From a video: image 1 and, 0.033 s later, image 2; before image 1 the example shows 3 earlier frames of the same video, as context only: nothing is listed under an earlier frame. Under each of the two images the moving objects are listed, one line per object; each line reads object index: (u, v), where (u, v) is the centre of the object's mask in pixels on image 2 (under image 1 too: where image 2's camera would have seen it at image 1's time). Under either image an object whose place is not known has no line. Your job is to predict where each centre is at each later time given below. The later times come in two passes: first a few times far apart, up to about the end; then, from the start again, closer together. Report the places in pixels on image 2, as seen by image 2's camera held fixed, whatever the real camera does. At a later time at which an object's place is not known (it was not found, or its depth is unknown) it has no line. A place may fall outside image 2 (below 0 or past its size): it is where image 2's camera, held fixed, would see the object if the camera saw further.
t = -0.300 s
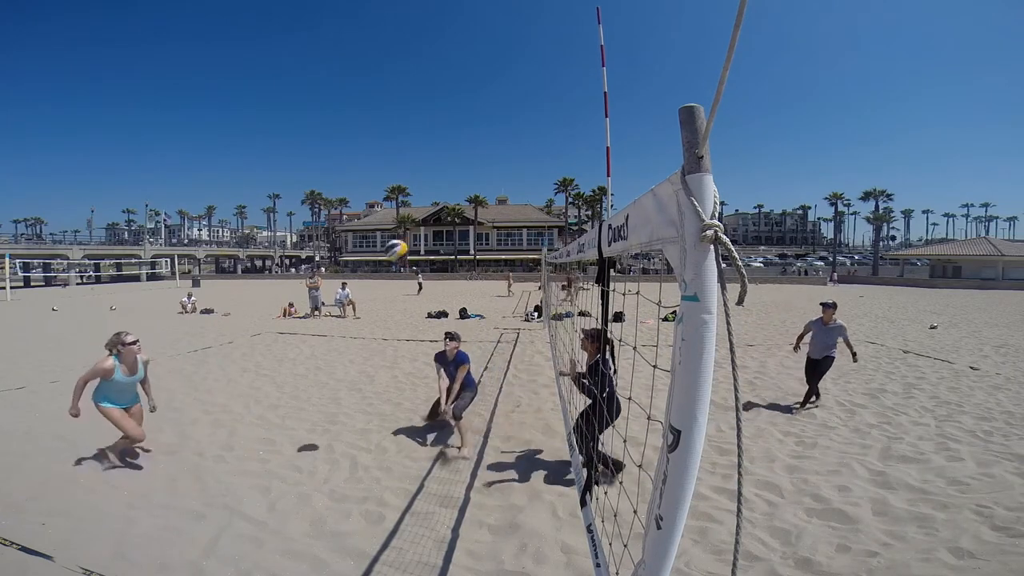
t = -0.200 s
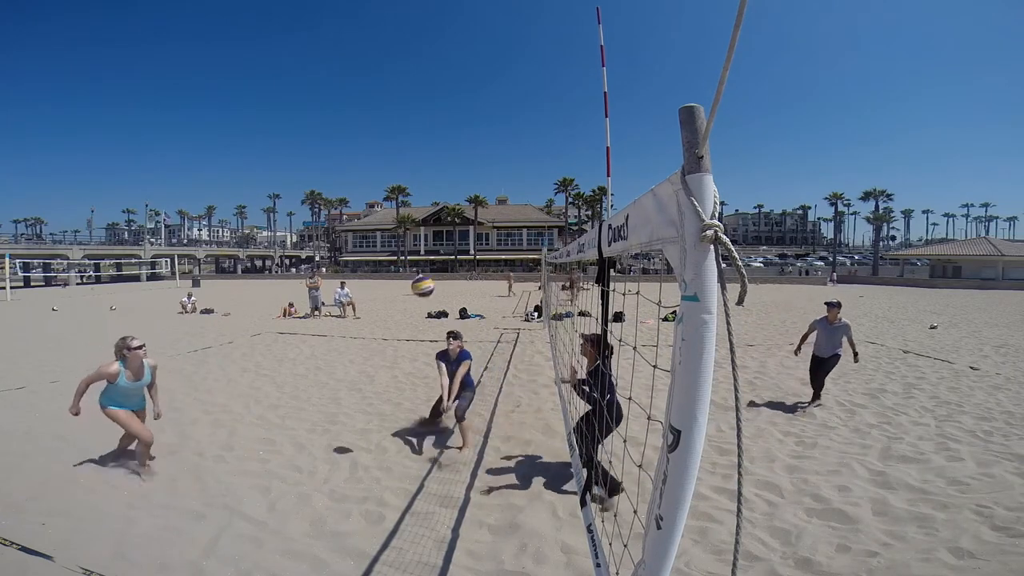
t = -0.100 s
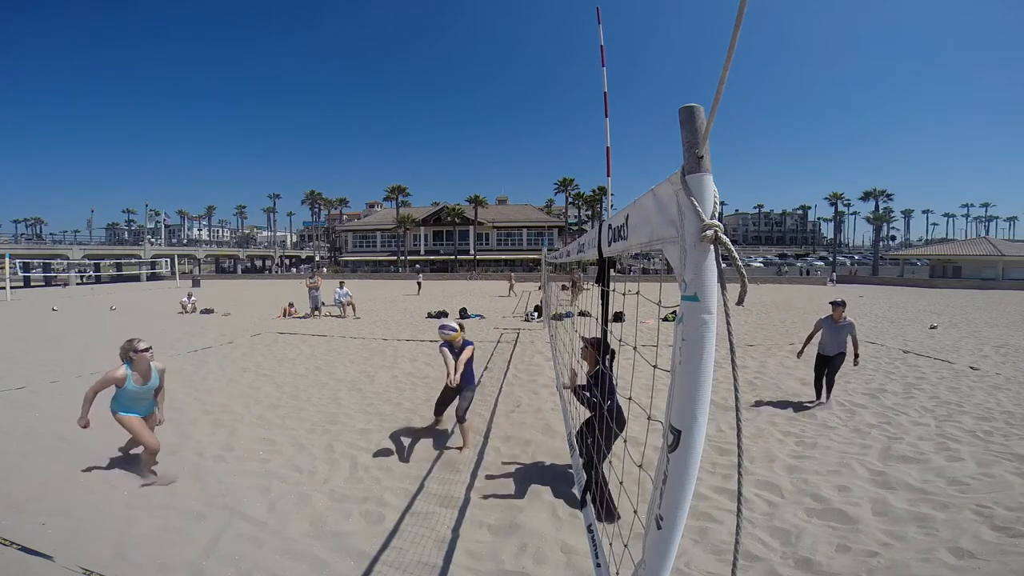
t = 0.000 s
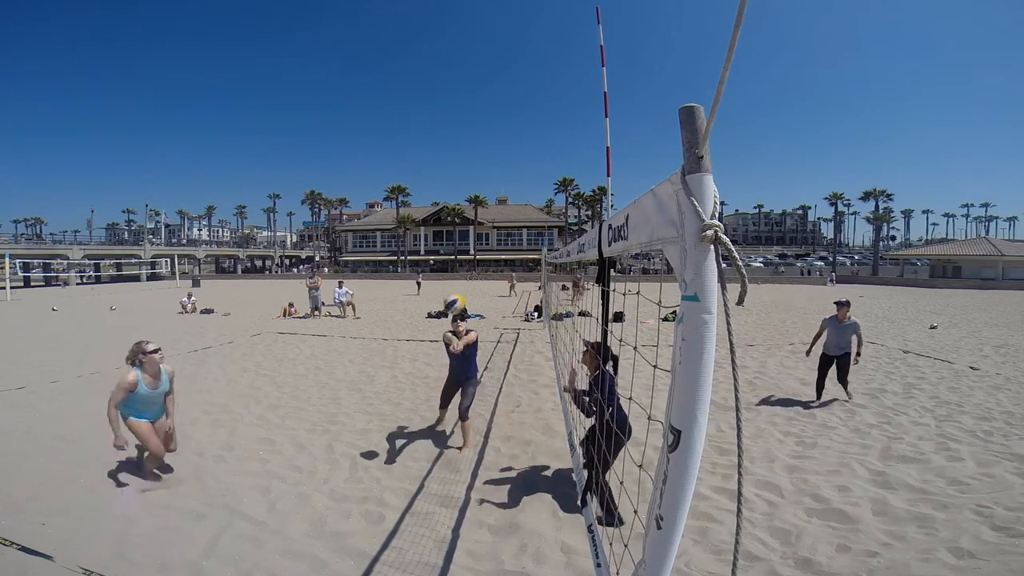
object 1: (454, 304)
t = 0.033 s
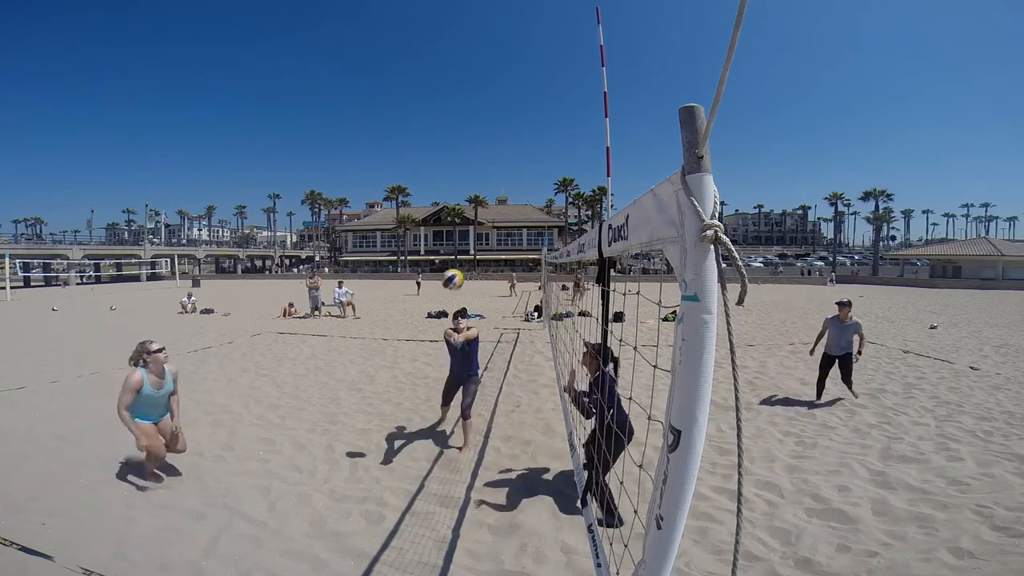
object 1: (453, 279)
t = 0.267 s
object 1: (439, 132)
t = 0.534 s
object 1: (422, 34)
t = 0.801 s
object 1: (397, 4)
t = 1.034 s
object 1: (362, 20)
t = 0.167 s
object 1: (445, 188)
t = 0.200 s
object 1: (443, 168)
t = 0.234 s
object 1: (441, 149)
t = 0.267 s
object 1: (439, 132)
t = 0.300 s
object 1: (437, 115)
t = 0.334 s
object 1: (435, 100)
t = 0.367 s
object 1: (433, 86)
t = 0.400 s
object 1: (431, 74)
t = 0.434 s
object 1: (429, 63)
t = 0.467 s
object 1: (427, 52)
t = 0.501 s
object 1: (424, 43)
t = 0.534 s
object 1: (422, 34)
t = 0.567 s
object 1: (420, 27)
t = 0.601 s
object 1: (418, 21)
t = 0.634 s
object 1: (414, 15)
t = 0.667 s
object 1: (411, 10)
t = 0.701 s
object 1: (408, 8)
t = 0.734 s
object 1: (405, 6)
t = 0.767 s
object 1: (401, 5)
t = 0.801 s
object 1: (397, 4)
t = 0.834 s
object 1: (393, 4)
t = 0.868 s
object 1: (390, 5)
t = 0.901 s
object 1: (385, 6)
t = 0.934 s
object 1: (380, 8)
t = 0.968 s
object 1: (374, 10)
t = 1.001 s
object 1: (369, 13)
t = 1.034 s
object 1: (362, 20)
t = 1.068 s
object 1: (356, 29)
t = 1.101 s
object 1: (349, 39)
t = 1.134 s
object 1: (341, 50)
